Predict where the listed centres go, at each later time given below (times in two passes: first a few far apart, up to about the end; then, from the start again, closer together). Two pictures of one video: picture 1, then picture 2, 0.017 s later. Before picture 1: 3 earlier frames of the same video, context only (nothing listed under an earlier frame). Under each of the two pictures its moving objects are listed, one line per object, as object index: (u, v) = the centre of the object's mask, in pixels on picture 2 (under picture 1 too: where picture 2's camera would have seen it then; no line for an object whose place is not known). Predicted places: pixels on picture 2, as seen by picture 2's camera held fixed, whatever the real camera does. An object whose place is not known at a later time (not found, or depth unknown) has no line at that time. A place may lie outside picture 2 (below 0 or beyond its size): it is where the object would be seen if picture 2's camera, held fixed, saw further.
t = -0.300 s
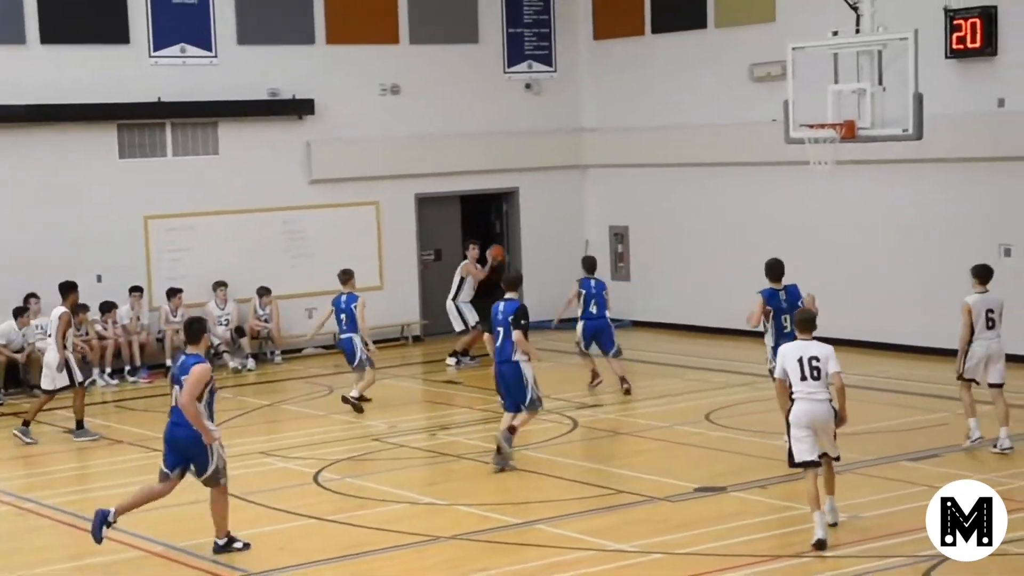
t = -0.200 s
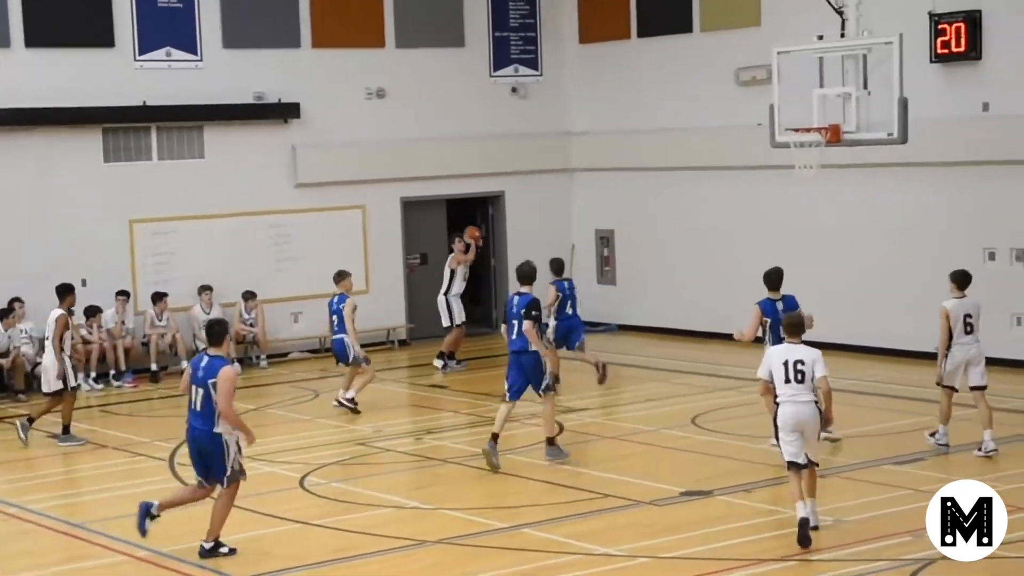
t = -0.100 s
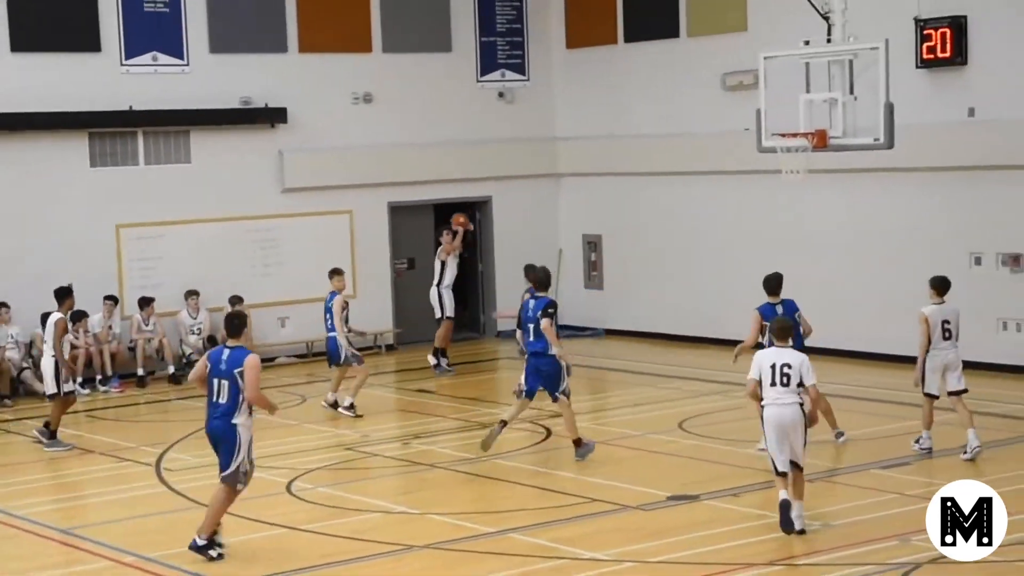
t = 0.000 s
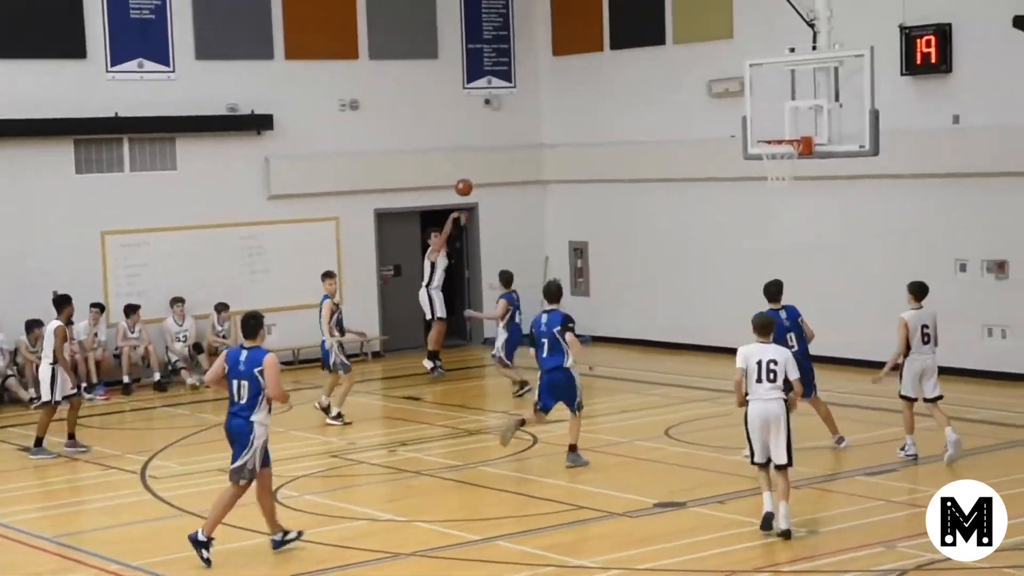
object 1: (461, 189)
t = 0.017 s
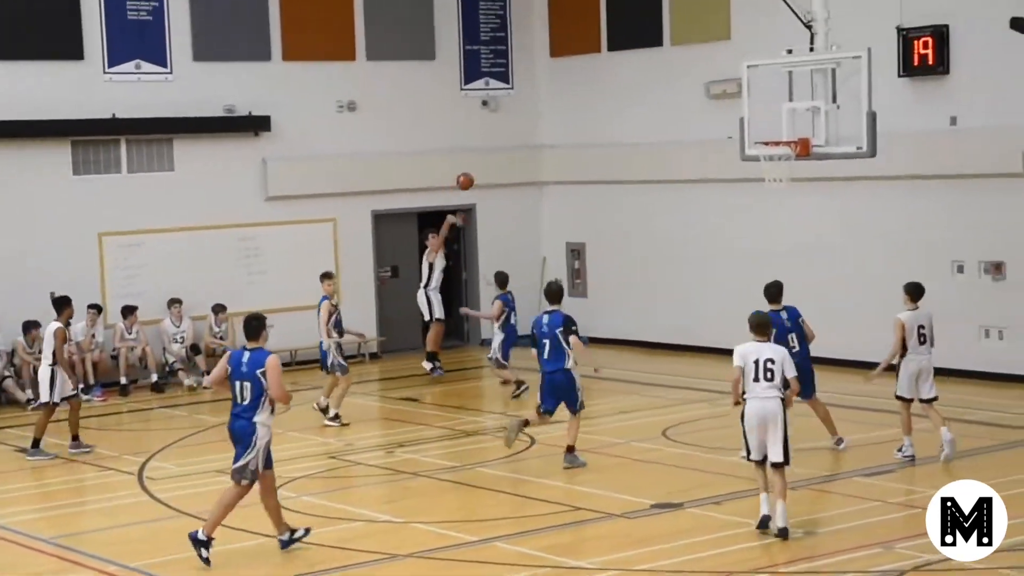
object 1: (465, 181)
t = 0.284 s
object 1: (529, 85)
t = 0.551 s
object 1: (600, 40)
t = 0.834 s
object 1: (684, 55)
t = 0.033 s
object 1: (469, 174)
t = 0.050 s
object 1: (473, 167)
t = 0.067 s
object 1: (476, 160)
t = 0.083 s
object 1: (480, 153)
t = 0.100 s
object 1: (484, 147)
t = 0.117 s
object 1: (488, 140)
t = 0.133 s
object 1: (492, 134)
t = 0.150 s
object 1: (496, 128)
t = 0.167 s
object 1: (500, 122)
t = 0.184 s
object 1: (504, 116)
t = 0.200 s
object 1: (508, 110)
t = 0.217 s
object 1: (512, 105)
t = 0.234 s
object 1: (516, 100)
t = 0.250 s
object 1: (520, 95)
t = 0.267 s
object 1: (525, 90)
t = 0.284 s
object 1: (529, 85)
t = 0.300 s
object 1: (533, 81)
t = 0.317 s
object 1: (537, 77)
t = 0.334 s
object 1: (542, 73)
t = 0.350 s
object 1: (546, 69)
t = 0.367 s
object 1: (550, 65)
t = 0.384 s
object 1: (555, 62)
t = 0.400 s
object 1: (559, 59)
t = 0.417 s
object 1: (563, 56)
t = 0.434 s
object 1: (568, 53)
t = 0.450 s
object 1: (572, 50)
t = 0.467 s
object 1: (577, 48)
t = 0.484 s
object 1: (582, 46)
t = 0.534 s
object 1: (595, 41)
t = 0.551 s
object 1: (600, 40)
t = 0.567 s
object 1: (605, 39)
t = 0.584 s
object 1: (611, 38)
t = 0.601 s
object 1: (615, 37)
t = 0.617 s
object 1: (620, 36)
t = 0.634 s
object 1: (624, 36)
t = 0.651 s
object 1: (629, 36)
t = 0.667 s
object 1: (634, 37)
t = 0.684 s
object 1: (639, 37)
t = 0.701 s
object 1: (643, 38)
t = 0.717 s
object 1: (649, 40)
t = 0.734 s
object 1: (653, 41)
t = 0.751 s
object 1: (659, 42)
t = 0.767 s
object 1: (663, 45)
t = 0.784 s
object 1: (669, 47)
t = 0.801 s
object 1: (674, 50)
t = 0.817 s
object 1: (679, 52)
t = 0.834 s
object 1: (684, 55)
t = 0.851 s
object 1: (690, 58)
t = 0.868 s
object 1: (695, 61)
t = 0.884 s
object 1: (700, 64)
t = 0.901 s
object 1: (706, 68)
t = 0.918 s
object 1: (711, 72)
